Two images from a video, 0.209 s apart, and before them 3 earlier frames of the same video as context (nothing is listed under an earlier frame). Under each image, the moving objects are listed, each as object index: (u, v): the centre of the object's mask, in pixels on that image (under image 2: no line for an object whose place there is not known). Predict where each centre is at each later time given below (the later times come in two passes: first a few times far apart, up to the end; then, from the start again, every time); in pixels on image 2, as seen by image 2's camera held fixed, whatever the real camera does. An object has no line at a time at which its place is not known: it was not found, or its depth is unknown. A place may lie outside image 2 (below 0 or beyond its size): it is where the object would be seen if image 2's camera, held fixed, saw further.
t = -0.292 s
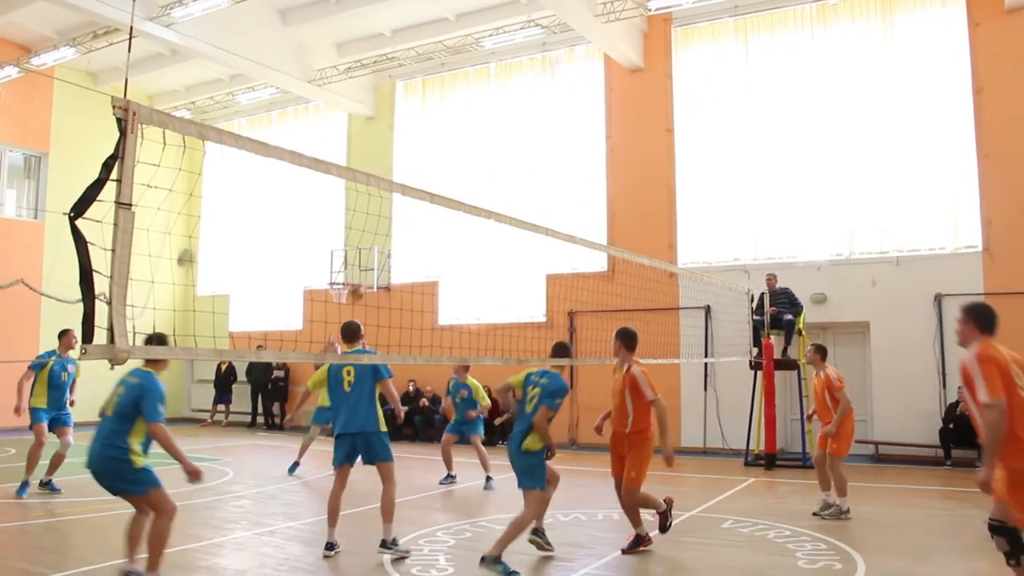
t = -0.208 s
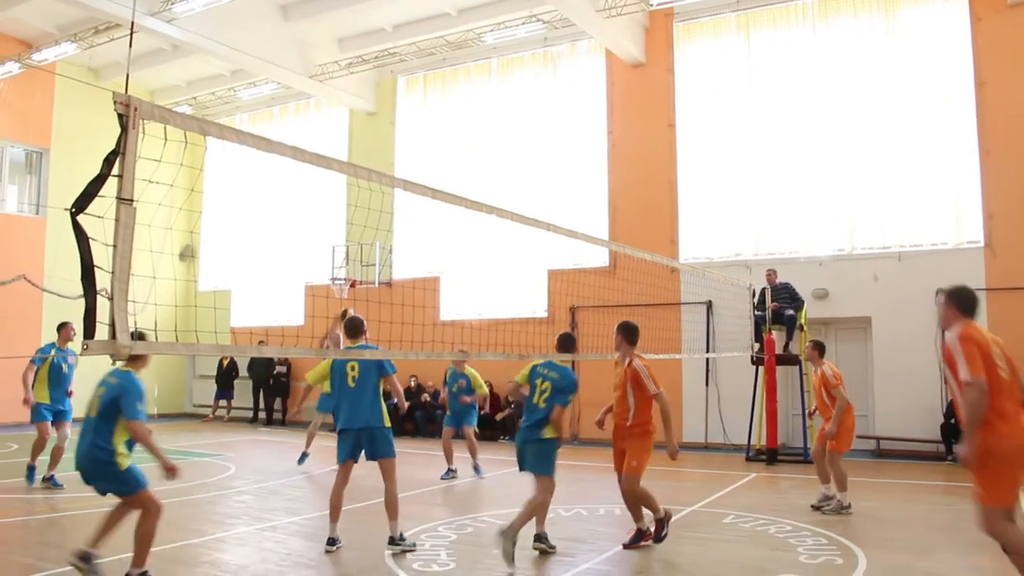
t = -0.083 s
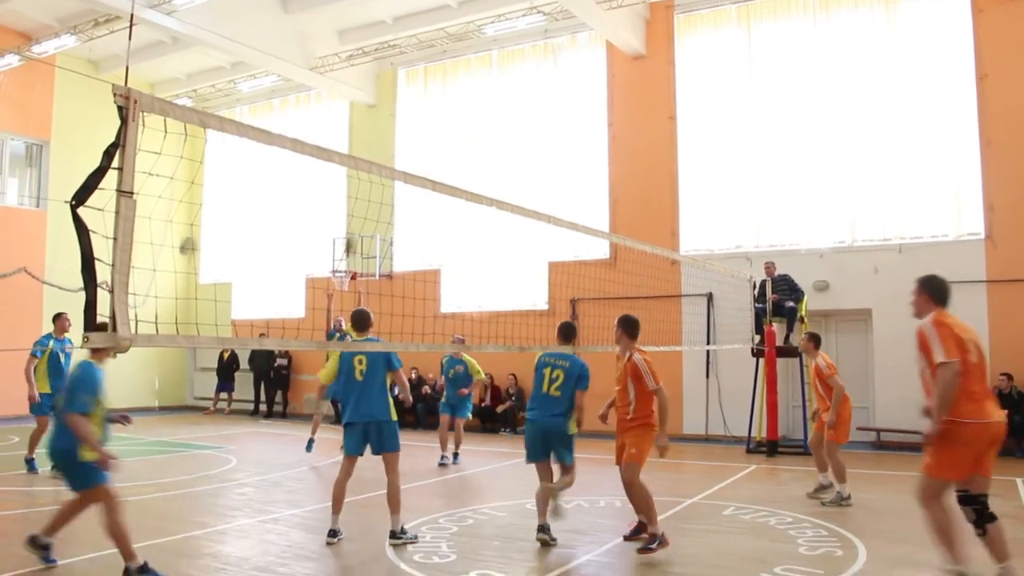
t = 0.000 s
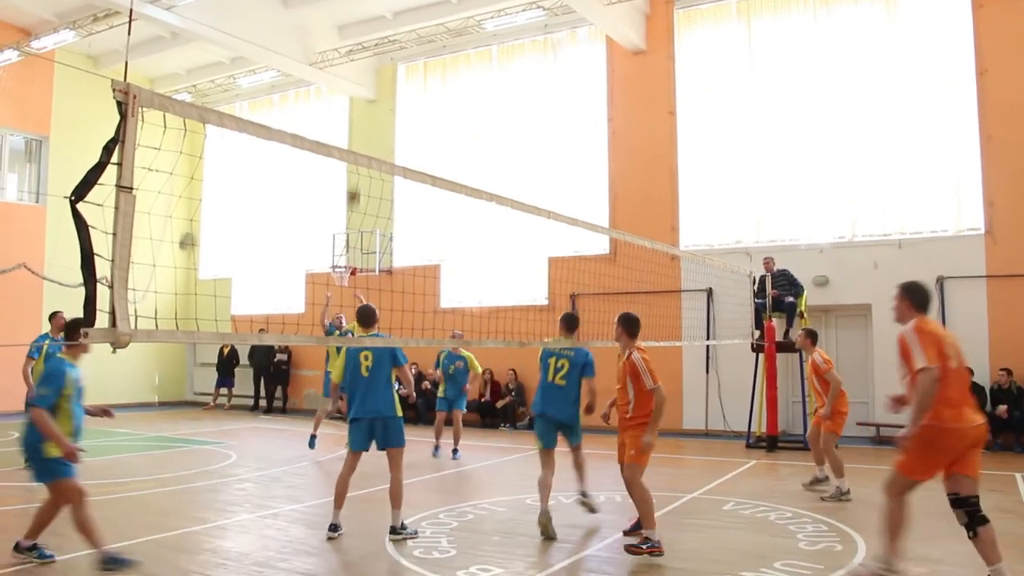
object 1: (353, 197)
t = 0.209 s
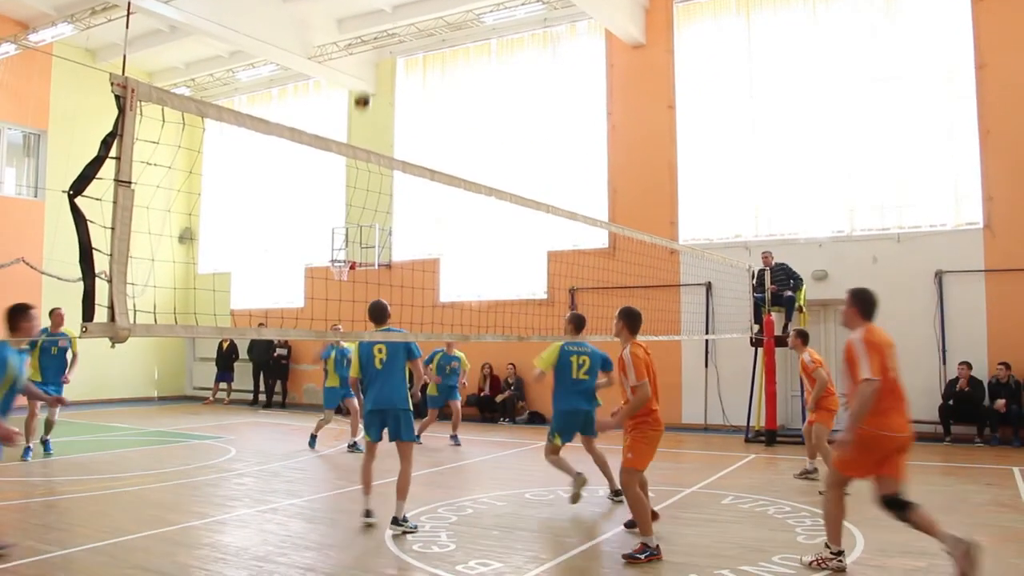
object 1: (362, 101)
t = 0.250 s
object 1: (364, 87)
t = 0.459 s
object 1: (375, 32)
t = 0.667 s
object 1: (387, 11)
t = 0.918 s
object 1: (402, 42)
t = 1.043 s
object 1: (411, 87)
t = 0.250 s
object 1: (364, 87)
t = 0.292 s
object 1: (366, 74)
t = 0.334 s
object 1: (368, 62)
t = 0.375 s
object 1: (370, 51)
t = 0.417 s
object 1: (372, 41)
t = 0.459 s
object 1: (375, 32)
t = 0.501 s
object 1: (377, 25)
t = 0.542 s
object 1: (380, 19)
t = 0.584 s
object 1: (382, 15)
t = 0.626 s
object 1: (384, 12)
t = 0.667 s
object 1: (387, 11)
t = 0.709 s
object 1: (389, 12)
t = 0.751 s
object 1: (391, 14)
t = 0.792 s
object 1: (394, 18)
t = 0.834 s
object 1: (397, 23)
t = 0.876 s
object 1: (400, 31)
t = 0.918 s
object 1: (402, 42)
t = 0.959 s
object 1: (405, 54)
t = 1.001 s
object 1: (408, 69)
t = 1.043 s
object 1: (411, 87)
